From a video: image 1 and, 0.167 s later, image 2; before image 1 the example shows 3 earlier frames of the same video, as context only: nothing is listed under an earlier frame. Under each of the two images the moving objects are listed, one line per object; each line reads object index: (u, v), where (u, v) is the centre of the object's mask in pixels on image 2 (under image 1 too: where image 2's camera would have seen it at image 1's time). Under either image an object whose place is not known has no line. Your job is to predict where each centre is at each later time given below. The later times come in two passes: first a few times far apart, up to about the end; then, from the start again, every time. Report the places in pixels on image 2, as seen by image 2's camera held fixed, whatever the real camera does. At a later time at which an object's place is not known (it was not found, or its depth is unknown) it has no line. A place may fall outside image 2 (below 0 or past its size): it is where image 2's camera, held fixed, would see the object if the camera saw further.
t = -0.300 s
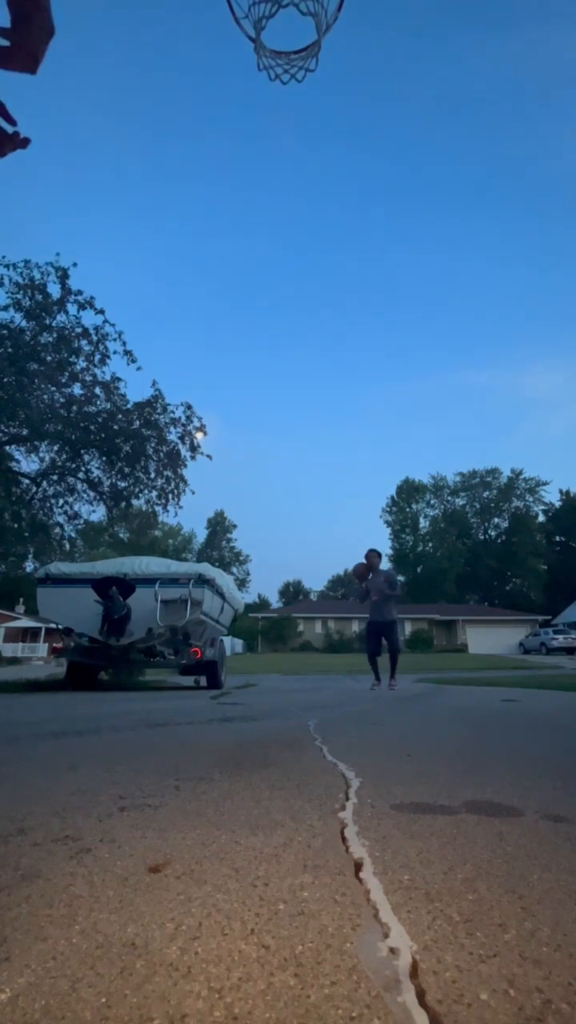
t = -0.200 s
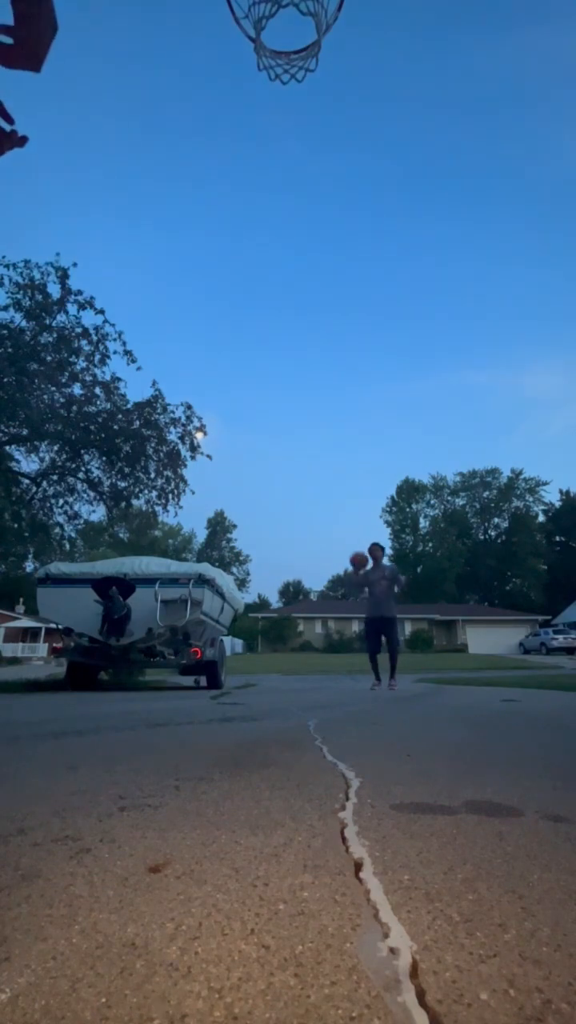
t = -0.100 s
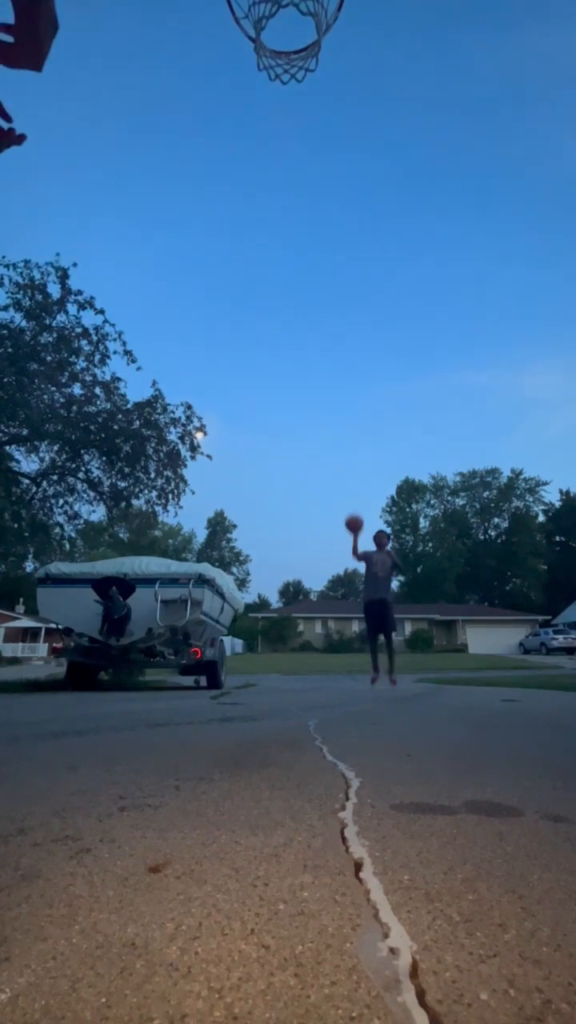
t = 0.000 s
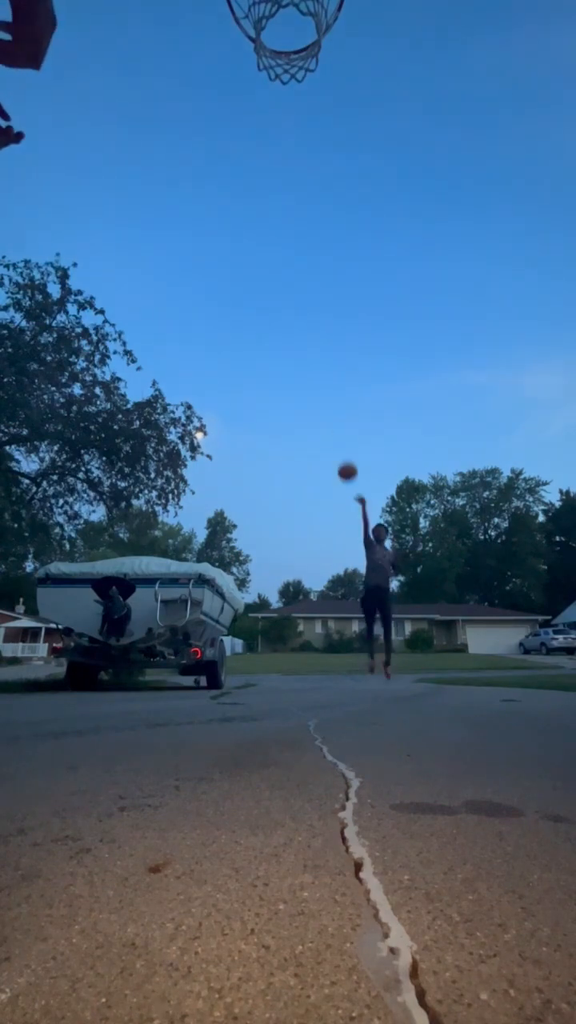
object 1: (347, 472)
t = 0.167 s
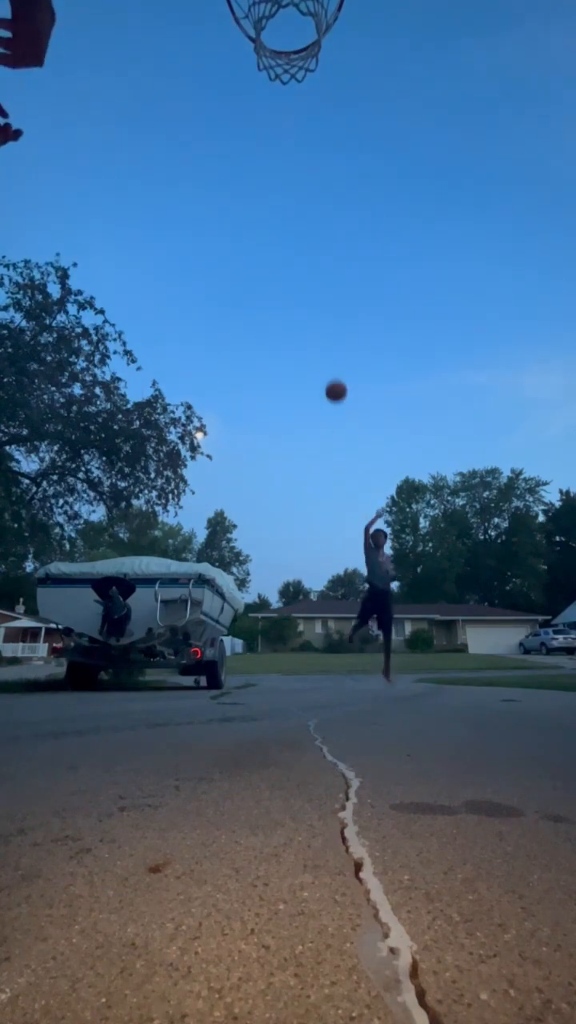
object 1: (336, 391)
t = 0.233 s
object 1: (331, 361)
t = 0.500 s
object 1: (306, 250)
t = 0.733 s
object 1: (271, 161)
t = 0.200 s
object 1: (333, 376)
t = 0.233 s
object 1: (331, 361)
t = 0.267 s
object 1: (328, 346)
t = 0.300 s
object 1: (325, 332)
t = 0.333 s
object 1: (323, 318)
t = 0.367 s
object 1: (320, 304)
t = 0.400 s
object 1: (317, 290)
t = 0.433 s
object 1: (313, 277)
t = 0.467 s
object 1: (310, 263)
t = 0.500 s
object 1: (306, 250)
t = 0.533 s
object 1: (302, 237)
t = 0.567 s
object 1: (298, 224)
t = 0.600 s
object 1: (294, 212)
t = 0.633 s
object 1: (289, 199)
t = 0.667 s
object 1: (284, 186)
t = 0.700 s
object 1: (277, 173)
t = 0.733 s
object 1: (271, 161)
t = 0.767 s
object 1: (264, 148)
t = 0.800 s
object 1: (255, 134)
